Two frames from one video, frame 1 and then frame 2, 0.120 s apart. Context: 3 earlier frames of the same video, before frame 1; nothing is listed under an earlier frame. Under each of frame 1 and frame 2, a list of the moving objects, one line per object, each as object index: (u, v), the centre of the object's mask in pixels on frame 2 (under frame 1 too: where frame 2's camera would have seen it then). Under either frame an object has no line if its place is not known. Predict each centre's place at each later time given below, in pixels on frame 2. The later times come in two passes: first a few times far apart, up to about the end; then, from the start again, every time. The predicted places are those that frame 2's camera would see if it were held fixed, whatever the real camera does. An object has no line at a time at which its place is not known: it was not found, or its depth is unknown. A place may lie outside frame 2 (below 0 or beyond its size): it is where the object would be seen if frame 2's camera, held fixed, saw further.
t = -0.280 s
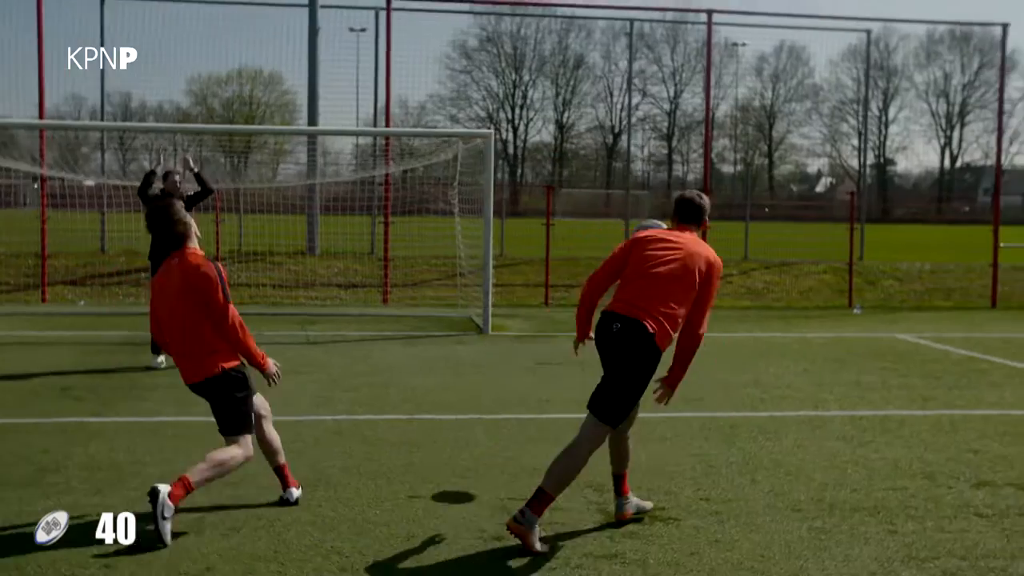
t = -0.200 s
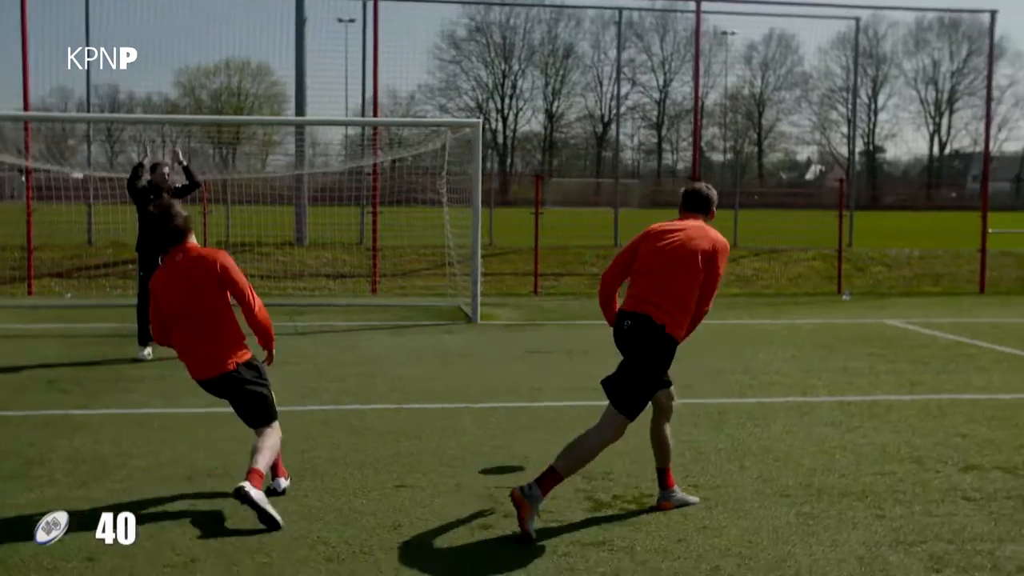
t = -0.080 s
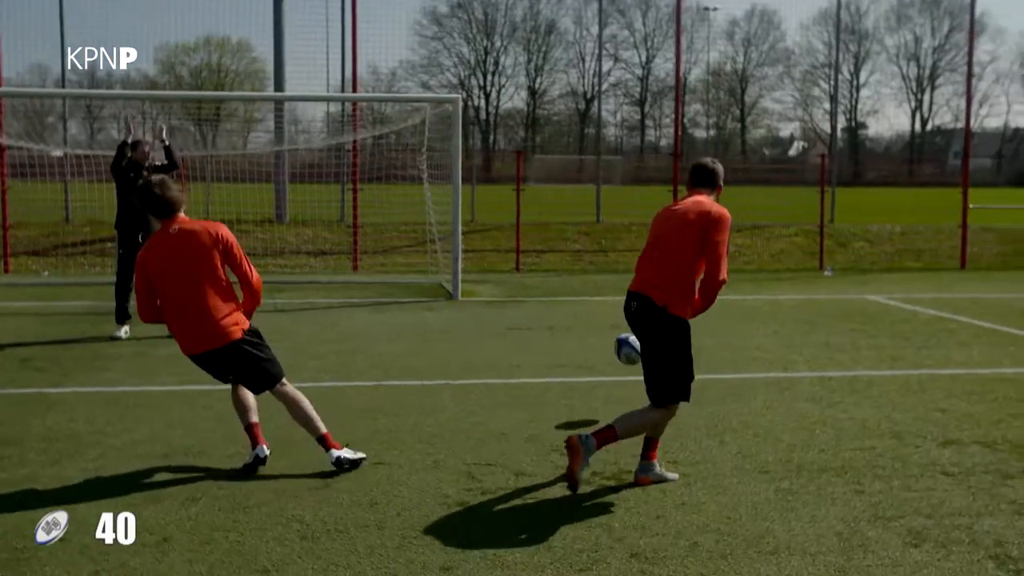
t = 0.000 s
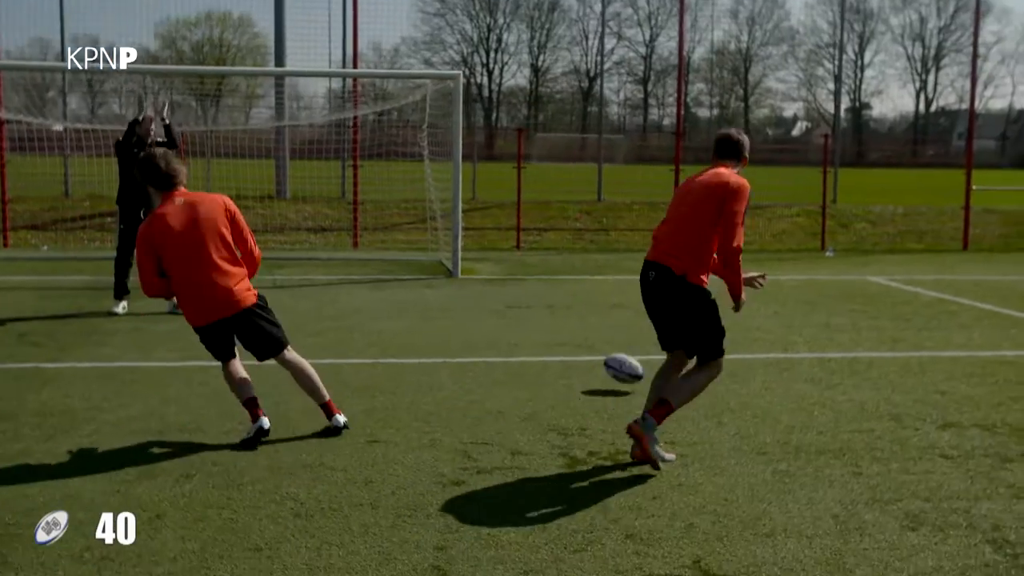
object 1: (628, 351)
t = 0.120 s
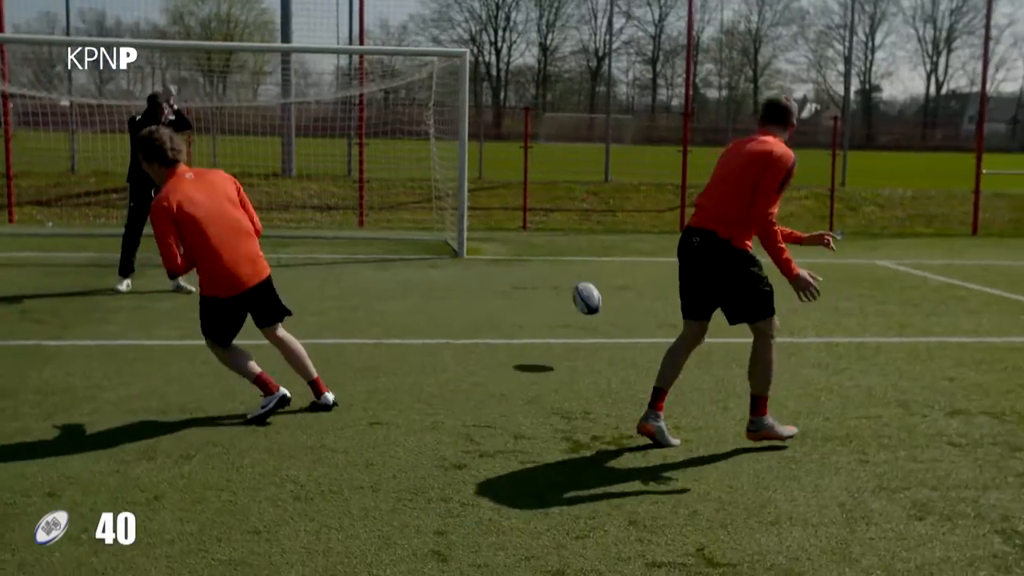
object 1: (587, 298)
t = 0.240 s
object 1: (549, 268)
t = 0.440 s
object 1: (492, 268)
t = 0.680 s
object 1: (432, 301)
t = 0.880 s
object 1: (387, 261)
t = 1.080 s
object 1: (341, 269)
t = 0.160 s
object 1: (574, 286)
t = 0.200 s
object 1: (561, 276)
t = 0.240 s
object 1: (549, 268)
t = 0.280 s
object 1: (536, 264)
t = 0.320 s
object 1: (524, 262)
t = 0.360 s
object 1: (513, 262)
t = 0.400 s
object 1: (503, 264)
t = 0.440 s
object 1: (492, 268)
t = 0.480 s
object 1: (482, 274)
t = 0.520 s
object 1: (472, 282)
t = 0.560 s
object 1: (462, 293)
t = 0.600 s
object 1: (452, 304)
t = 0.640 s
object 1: (441, 315)
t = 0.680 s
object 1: (432, 301)
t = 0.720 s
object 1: (423, 289)
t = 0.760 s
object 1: (414, 280)
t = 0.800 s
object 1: (405, 272)
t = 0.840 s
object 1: (396, 265)
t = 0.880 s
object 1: (387, 261)
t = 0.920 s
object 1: (378, 259)
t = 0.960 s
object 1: (368, 259)
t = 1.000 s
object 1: (359, 261)
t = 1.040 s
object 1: (350, 264)
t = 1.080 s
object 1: (341, 269)
